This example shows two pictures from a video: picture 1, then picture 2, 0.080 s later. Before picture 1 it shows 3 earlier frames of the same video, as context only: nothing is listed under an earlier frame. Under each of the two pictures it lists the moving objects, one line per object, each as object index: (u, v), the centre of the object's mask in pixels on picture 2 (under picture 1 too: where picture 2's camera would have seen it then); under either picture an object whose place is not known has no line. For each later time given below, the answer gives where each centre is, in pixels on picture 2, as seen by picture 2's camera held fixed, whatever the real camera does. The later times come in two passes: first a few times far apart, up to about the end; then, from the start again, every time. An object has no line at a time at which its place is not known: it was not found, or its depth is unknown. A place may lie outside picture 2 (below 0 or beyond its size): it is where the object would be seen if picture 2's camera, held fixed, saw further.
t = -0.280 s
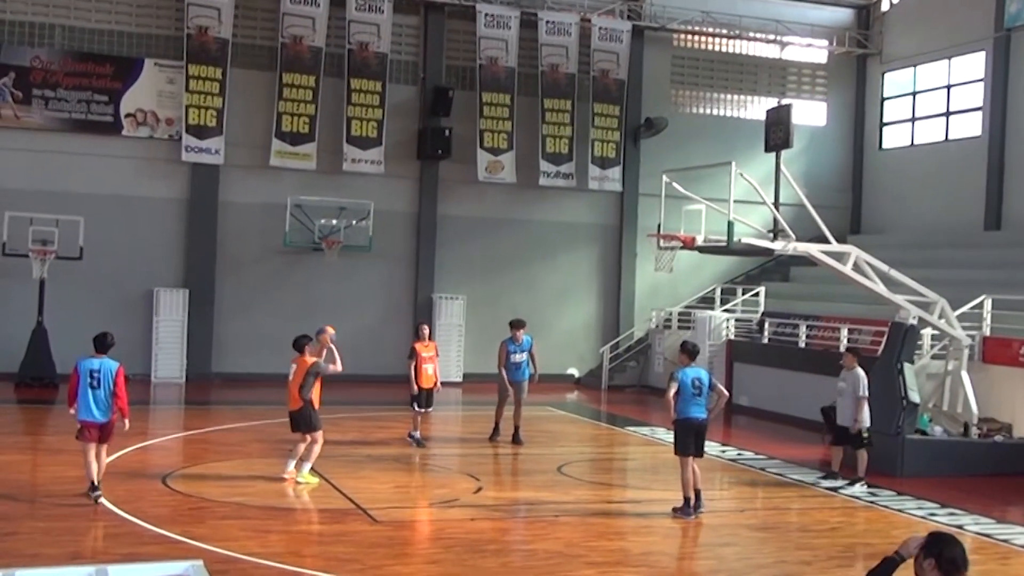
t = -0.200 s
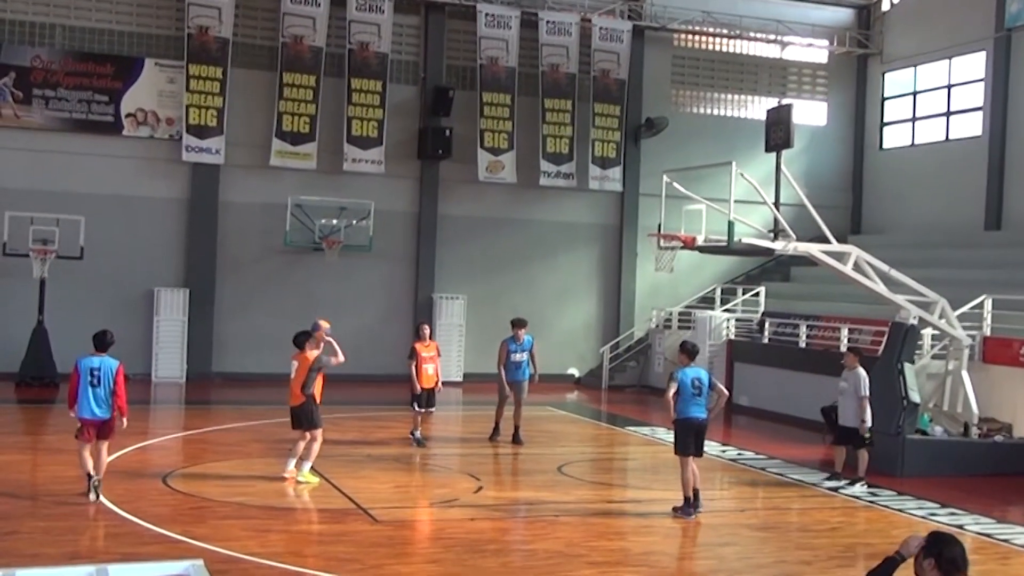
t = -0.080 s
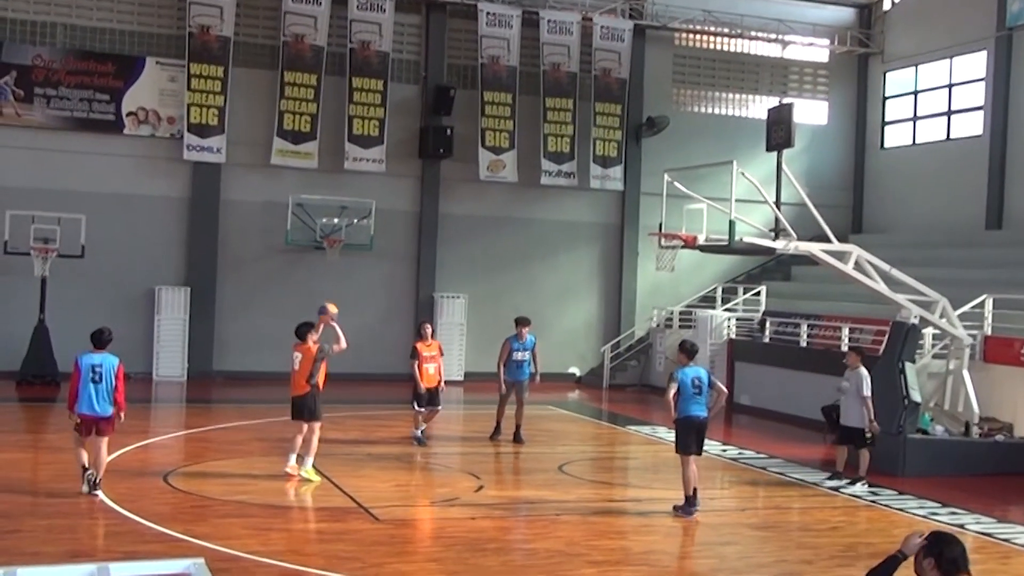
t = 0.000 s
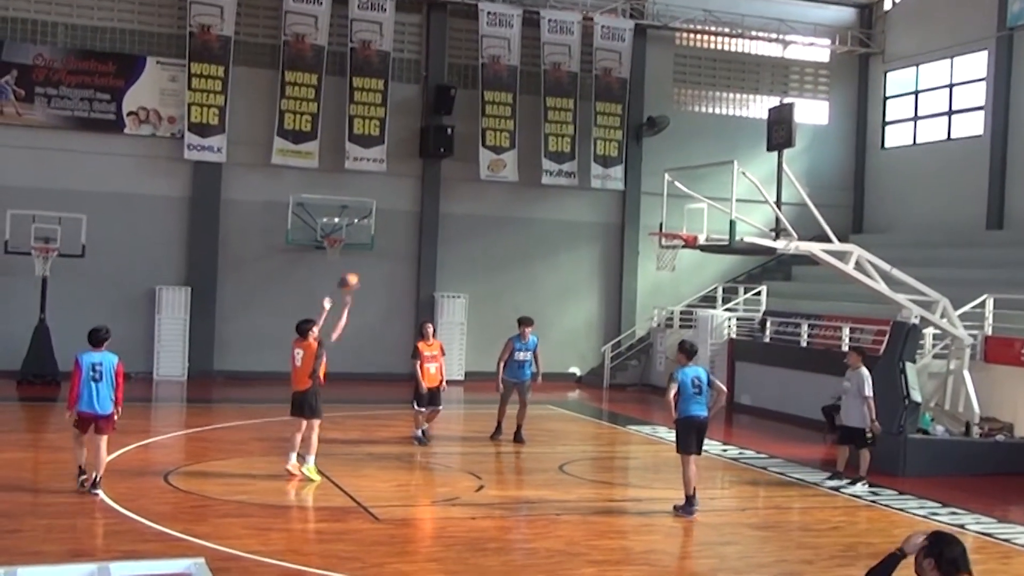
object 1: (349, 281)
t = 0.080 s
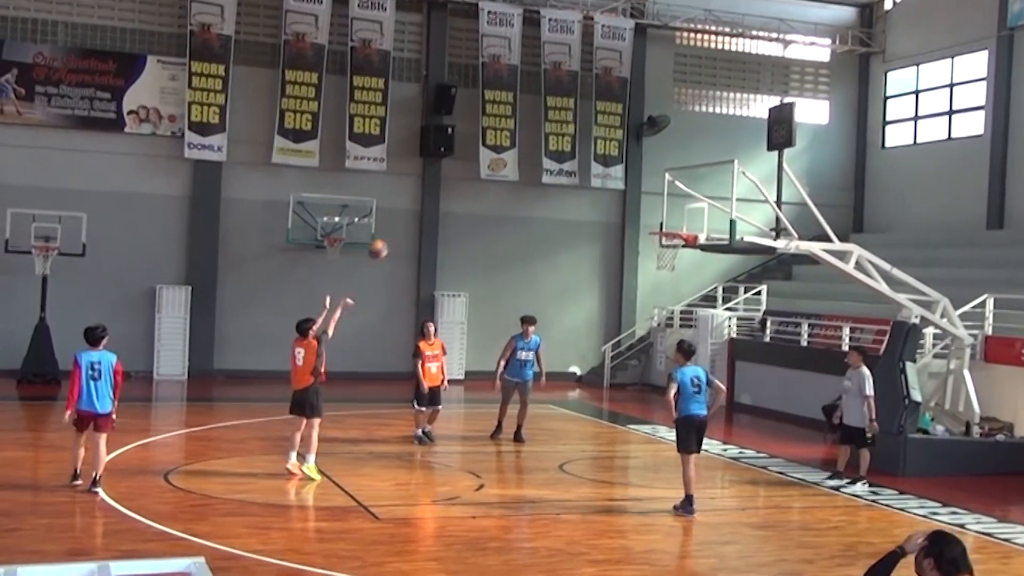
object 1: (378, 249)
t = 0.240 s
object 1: (434, 201)
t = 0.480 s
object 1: (509, 167)
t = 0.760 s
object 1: (592, 185)
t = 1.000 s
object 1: (639, 247)
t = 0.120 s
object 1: (392, 235)
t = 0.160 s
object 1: (408, 222)
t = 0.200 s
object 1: (419, 211)
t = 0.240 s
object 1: (434, 201)
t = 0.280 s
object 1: (447, 191)
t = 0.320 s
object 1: (459, 184)
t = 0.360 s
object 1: (473, 179)
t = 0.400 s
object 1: (485, 173)
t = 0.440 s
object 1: (497, 170)
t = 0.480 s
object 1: (509, 167)
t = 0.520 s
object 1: (521, 166)
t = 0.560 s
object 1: (534, 166)
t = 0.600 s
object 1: (545, 168)
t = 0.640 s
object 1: (557, 171)
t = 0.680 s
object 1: (569, 175)
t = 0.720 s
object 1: (579, 178)
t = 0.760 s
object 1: (592, 185)
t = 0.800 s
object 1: (602, 193)
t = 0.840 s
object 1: (613, 202)
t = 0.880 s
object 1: (624, 211)
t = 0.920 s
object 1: (634, 223)
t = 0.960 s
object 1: (645, 235)
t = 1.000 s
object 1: (639, 247)
